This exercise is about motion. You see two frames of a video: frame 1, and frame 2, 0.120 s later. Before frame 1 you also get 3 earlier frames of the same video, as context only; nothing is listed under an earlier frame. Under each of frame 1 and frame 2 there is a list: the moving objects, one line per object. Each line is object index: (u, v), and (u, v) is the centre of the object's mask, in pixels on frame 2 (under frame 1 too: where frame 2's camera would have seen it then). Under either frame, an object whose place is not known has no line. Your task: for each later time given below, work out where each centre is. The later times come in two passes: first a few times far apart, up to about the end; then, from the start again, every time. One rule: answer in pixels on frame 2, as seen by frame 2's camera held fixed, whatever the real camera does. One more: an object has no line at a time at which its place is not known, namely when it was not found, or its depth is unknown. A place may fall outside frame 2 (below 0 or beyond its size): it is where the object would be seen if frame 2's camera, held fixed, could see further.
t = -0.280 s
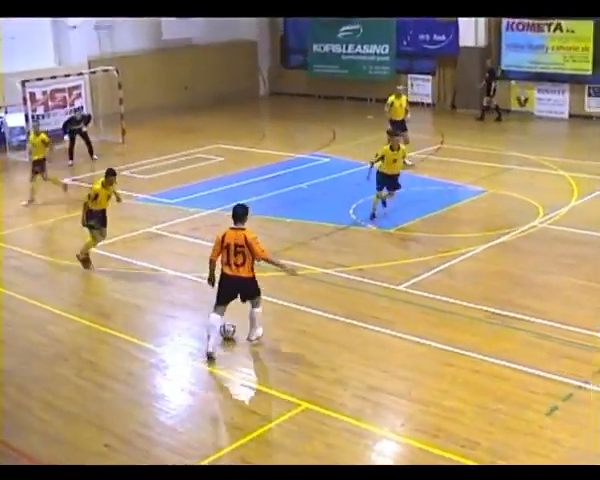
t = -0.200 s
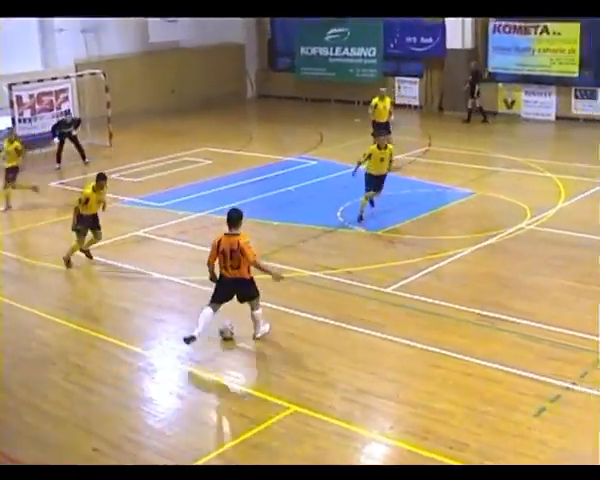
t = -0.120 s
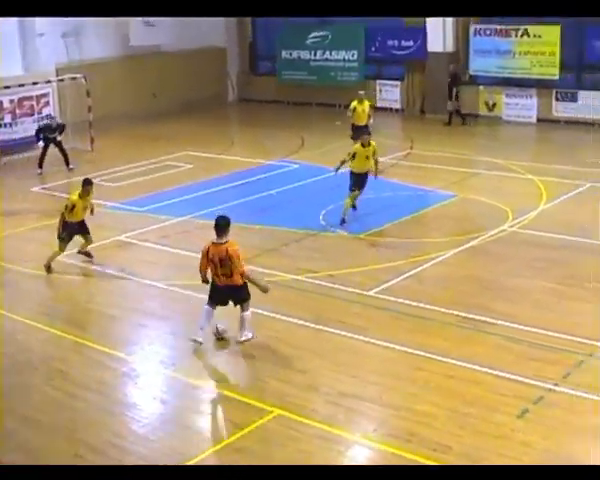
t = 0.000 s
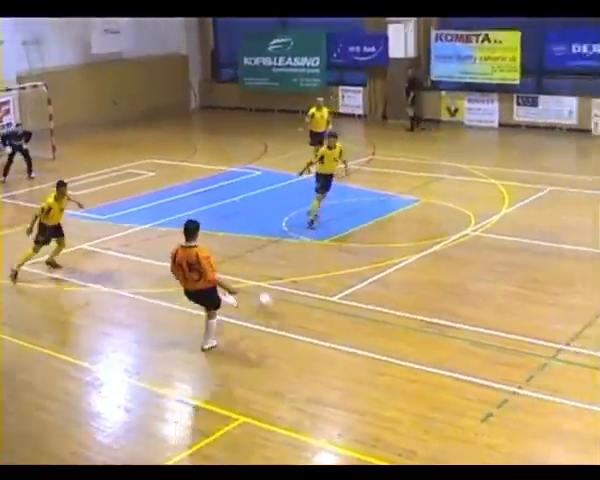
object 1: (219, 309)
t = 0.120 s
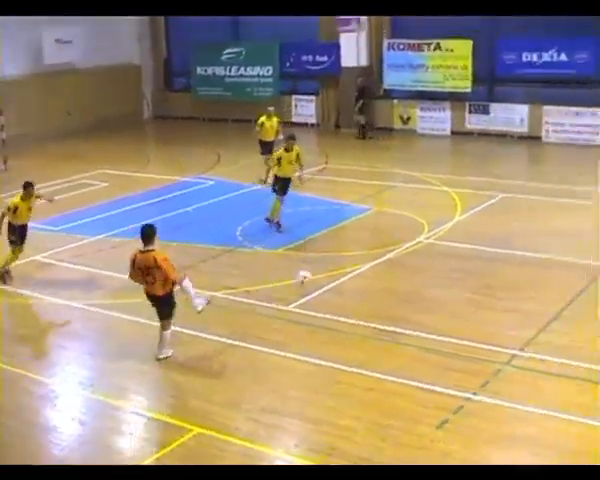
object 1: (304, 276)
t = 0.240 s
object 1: (372, 256)
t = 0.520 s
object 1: (482, 216)
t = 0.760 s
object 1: (545, 192)
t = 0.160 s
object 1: (328, 269)
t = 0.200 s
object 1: (351, 264)
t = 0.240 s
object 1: (372, 256)
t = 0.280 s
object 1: (391, 247)
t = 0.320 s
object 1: (408, 241)
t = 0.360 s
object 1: (424, 237)
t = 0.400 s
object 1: (440, 232)
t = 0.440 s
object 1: (455, 226)
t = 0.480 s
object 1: (468, 221)
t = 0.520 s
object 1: (482, 216)
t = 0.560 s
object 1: (494, 212)
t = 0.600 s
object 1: (505, 207)
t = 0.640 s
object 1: (515, 204)
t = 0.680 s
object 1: (526, 200)
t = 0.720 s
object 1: (535, 196)
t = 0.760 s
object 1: (545, 192)
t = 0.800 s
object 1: (553, 189)
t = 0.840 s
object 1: (562, 185)
